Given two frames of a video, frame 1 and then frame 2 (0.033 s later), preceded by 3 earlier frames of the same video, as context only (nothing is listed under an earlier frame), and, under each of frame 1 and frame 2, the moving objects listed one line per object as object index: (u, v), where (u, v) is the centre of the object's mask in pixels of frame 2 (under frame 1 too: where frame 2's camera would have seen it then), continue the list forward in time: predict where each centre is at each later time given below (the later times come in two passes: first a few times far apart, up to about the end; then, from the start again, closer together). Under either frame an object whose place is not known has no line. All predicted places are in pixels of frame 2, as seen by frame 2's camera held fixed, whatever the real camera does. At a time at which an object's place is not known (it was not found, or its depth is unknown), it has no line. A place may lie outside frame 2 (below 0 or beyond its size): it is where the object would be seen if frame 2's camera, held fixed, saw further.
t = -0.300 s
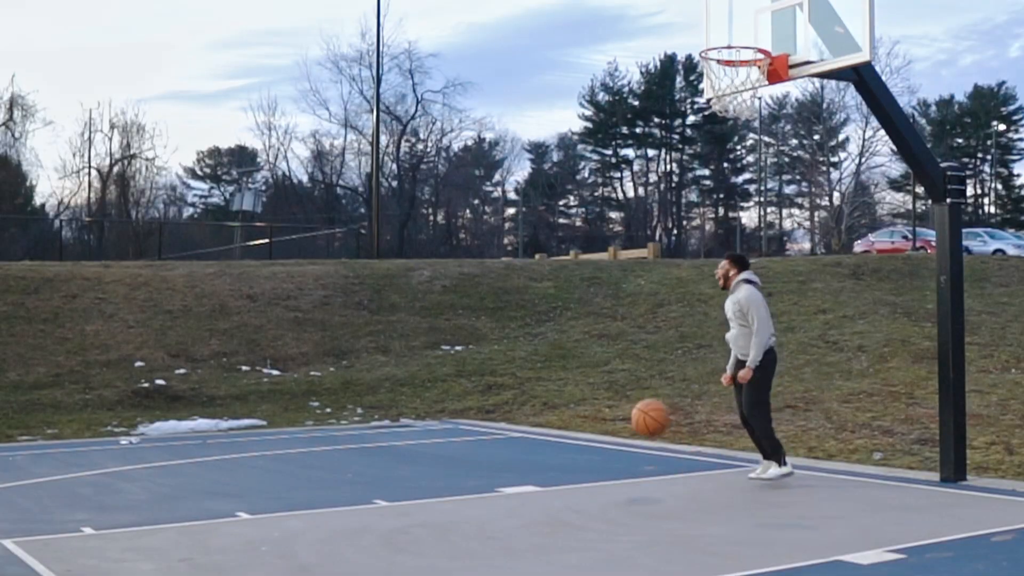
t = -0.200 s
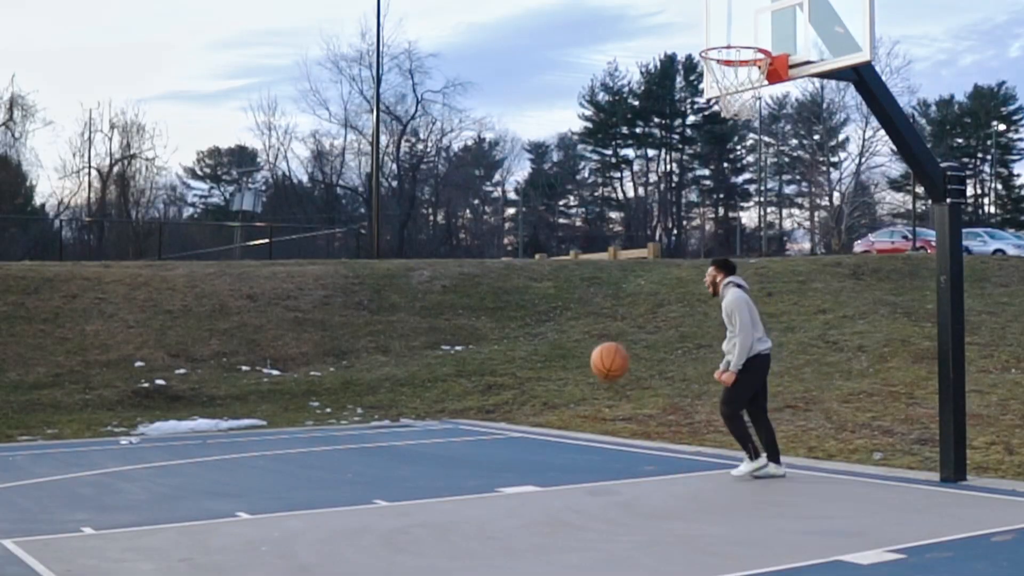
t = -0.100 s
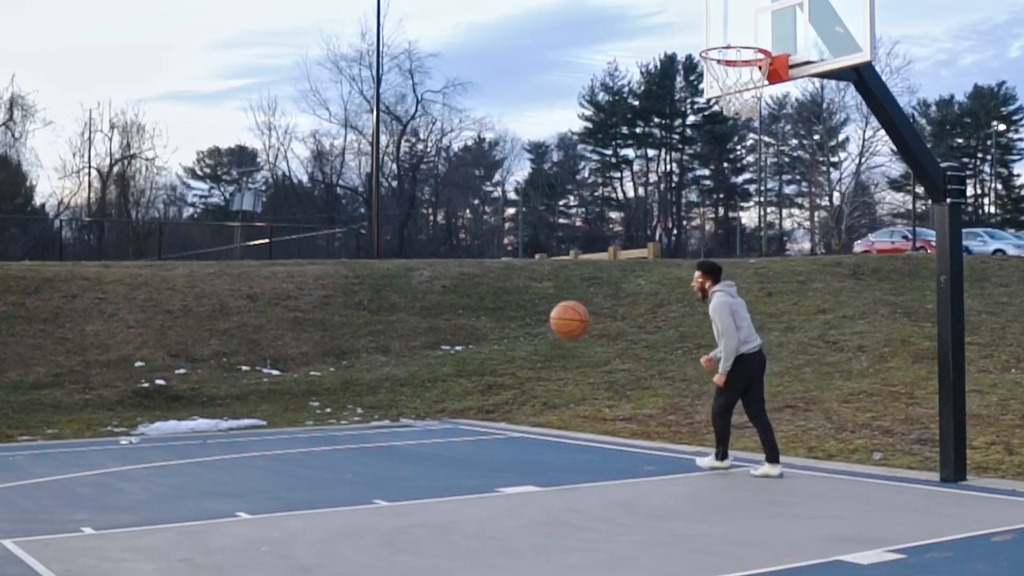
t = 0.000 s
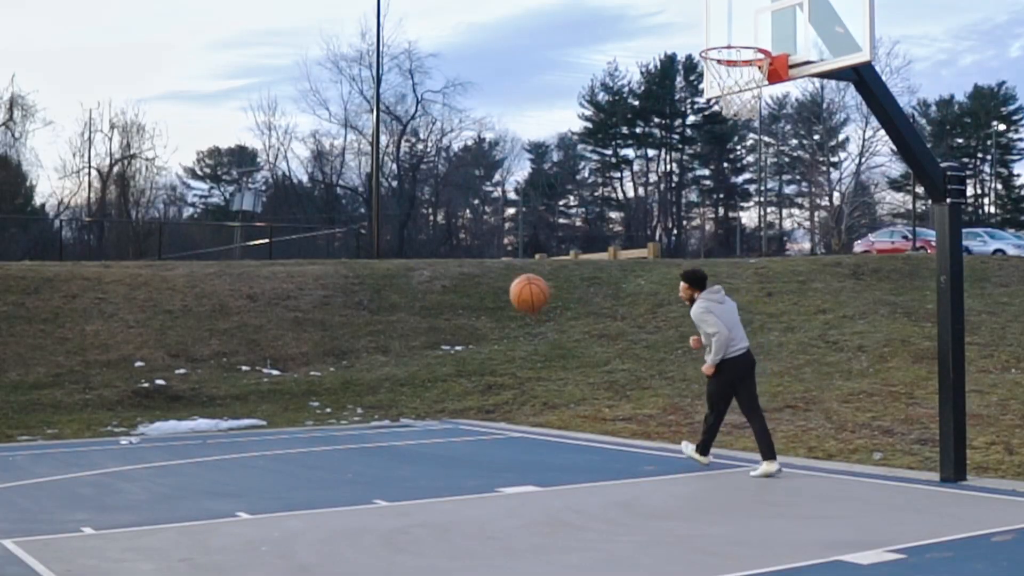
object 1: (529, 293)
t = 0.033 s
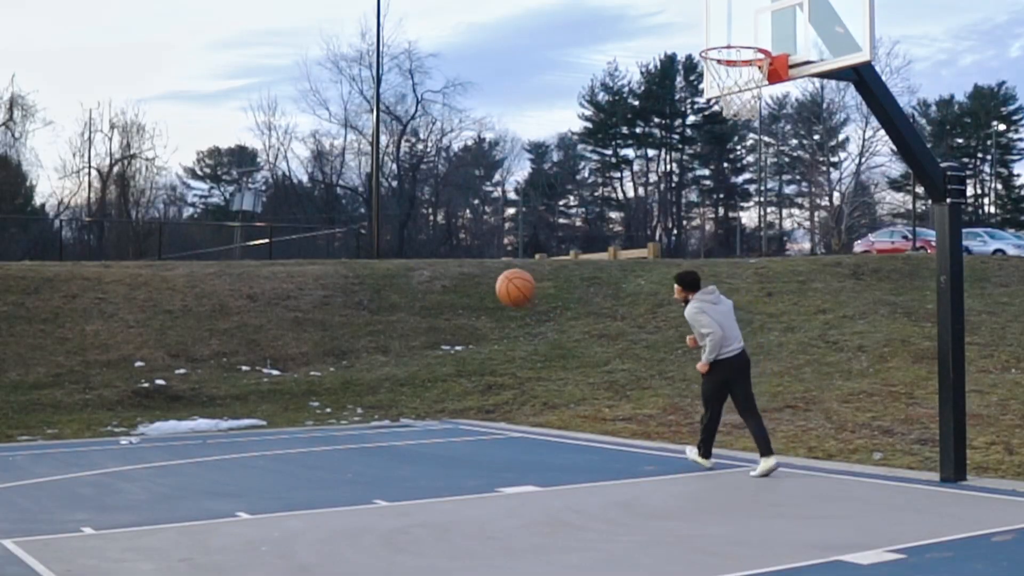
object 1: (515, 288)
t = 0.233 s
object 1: (433, 294)
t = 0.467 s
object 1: (337, 384)
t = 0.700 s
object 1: (241, 492)
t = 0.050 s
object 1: (509, 286)
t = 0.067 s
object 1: (501, 284)
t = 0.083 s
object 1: (495, 283)
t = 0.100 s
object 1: (488, 283)
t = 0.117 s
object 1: (481, 283)
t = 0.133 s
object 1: (474, 283)
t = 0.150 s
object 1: (467, 284)
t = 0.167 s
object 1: (460, 284)
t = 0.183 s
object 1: (454, 287)
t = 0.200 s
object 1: (447, 288)
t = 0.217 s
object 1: (440, 291)
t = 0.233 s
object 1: (433, 294)
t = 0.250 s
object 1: (426, 298)
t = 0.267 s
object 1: (420, 302)
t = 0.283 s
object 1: (413, 306)
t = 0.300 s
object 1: (406, 310)
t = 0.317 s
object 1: (399, 316)
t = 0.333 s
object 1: (392, 321)
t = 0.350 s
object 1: (385, 327)
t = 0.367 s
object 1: (379, 334)
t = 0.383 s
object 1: (371, 341)
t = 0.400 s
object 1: (364, 349)
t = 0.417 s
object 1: (357, 356)
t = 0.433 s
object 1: (350, 365)
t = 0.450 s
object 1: (343, 373)
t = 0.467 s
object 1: (337, 384)
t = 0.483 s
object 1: (329, 393)
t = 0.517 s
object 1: (316, 414)
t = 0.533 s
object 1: (309, 426)
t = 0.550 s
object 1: (302, 438)
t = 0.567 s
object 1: (296, 450)
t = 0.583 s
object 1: (289, 463)
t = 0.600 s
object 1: (282, 476)
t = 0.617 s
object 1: (275, 489)
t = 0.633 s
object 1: (268, 503)
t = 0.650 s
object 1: (262, 518)
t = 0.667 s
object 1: (255, 512)
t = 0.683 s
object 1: (248, 502)
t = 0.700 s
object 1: (241, 492)
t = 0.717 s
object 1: (233, 483)
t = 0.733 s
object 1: (226, 474)
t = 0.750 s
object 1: (219, 466)
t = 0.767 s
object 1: (212, 458)
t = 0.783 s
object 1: (205, 450)
